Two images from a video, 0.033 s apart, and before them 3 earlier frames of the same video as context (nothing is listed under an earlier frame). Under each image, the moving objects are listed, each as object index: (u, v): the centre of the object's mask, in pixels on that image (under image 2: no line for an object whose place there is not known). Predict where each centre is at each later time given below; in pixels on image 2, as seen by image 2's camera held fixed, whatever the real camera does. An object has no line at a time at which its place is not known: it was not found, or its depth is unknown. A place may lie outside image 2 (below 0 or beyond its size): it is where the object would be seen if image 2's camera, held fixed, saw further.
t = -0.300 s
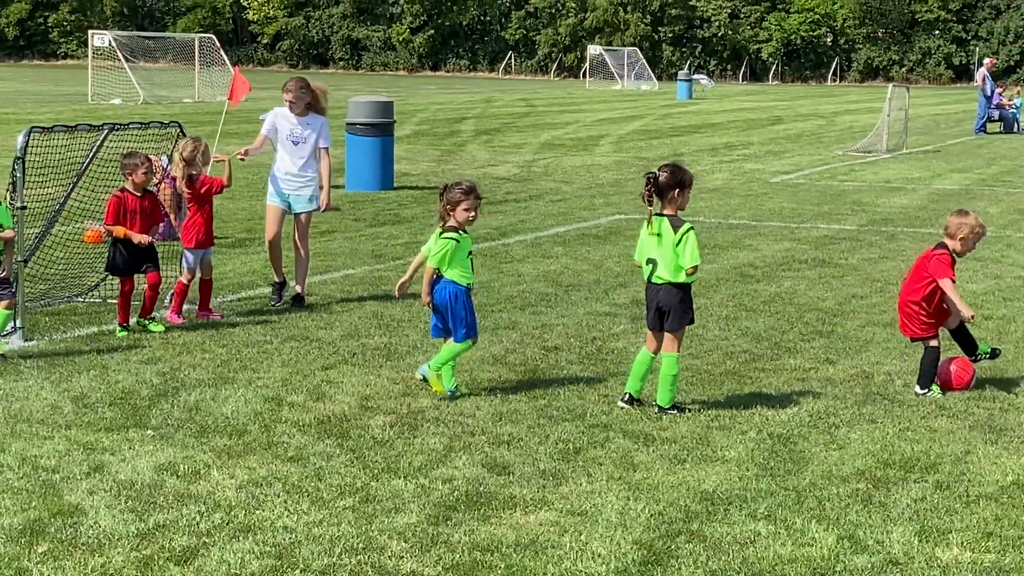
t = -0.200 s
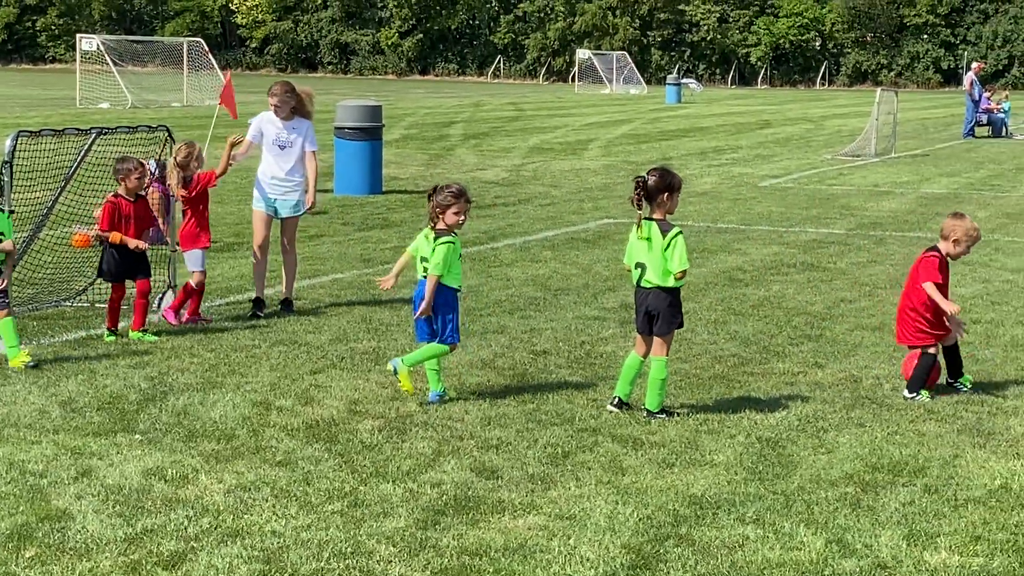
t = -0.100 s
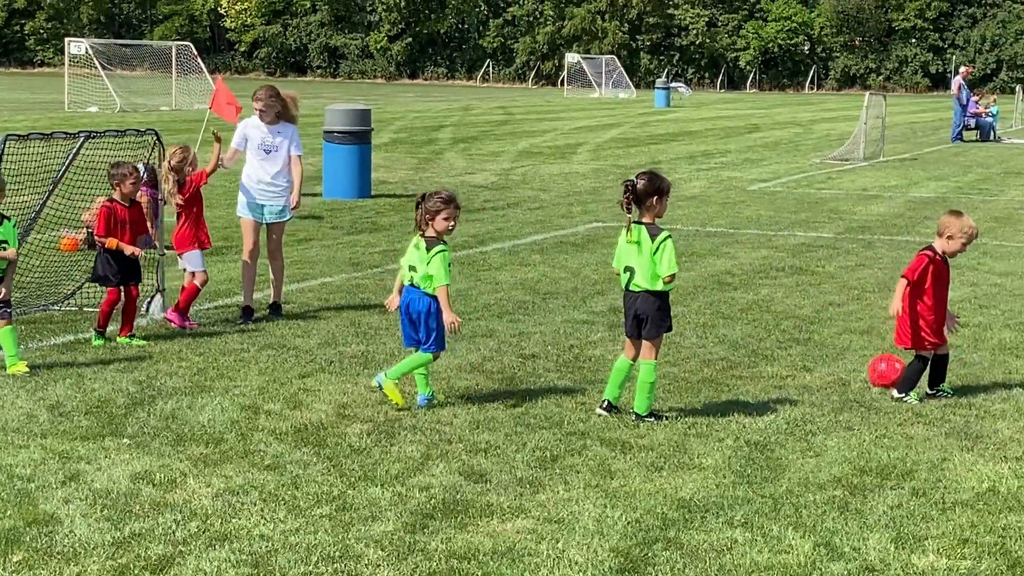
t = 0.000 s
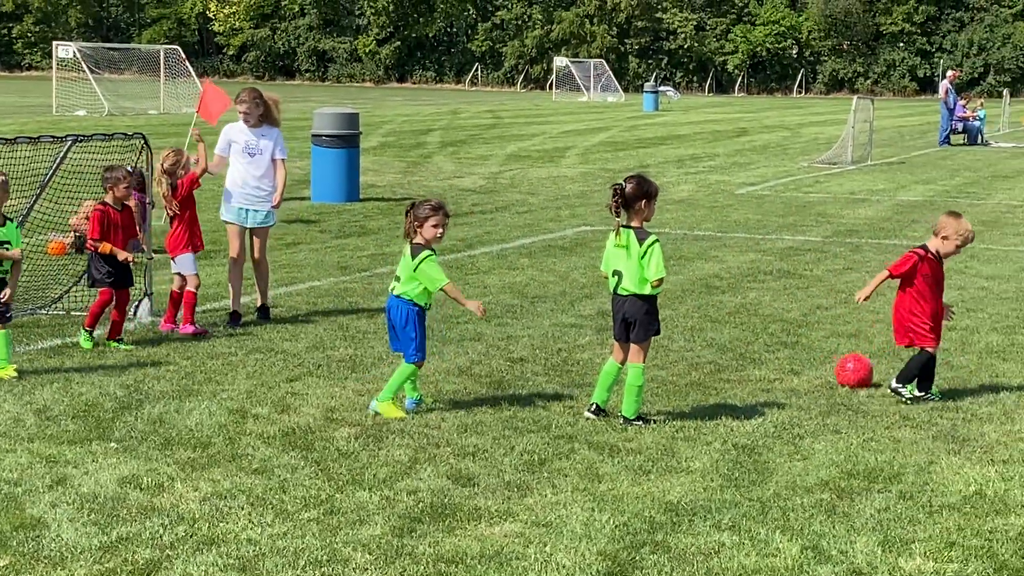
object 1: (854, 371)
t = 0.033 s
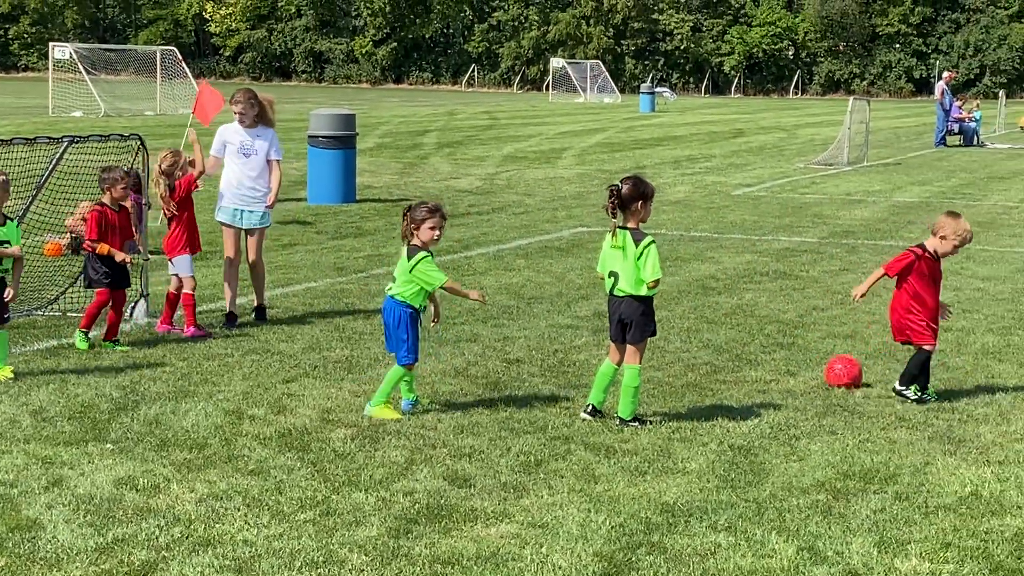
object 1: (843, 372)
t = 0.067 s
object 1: (836, 370)
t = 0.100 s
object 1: (830, 369)
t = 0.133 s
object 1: (824, 368)
